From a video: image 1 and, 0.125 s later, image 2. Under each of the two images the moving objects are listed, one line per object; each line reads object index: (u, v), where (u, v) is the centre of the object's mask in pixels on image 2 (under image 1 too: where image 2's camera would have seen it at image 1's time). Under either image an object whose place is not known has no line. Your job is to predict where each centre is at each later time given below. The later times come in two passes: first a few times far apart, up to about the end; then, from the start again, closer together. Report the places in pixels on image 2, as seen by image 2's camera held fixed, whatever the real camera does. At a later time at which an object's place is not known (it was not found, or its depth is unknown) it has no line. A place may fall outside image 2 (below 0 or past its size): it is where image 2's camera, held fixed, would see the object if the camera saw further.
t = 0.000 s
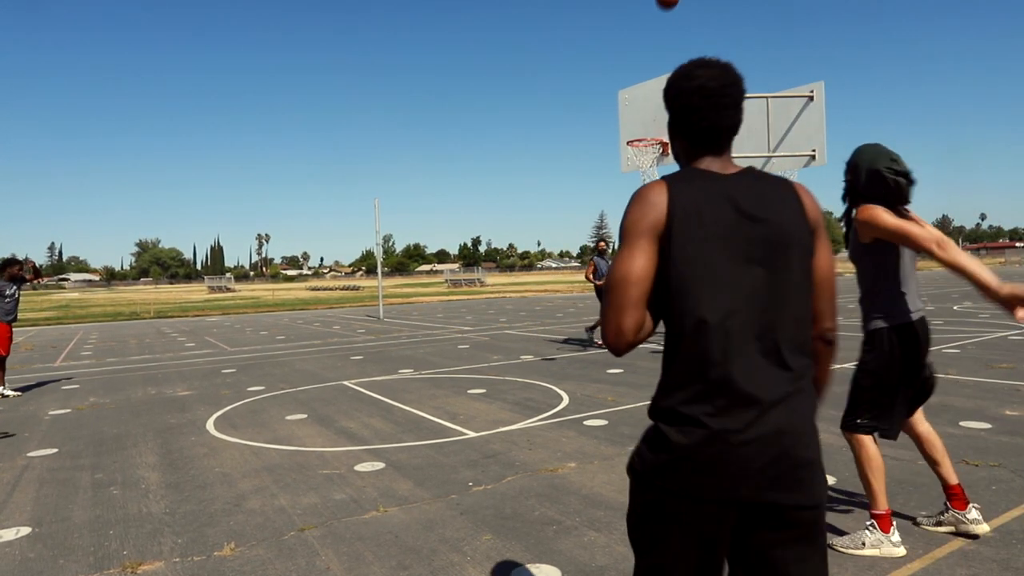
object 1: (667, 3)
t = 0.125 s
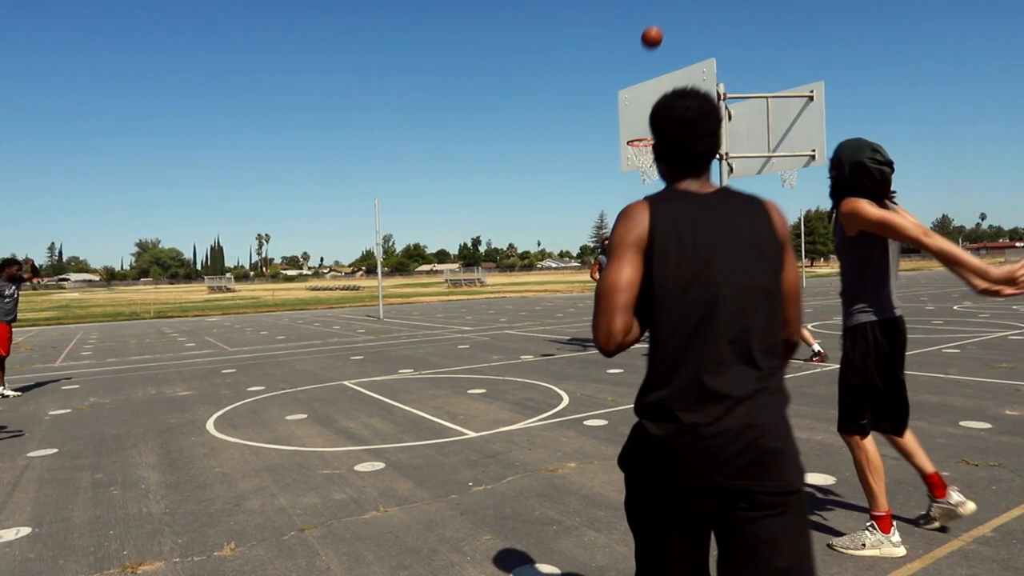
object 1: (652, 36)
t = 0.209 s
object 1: (643, 67)
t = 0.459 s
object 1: (600, 142)
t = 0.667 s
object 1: (530, 182)
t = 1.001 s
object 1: (418, 316)
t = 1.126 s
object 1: (380, 366)
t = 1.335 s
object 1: (325, 295)
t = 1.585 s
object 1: (262, 255)
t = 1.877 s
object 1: (189, 273)
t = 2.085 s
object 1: (140, 331)
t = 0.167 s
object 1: (647, 52)
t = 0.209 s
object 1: (643, 67)
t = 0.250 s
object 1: (639, 83)
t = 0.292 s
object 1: (635, 100)
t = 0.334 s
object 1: (632, 117)
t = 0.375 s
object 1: (626, 130)
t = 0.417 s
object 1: (613, 136)
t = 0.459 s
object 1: (600, 142)
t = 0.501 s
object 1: (588, 148)
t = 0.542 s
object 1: (573, 154)
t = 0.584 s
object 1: (559, 162)
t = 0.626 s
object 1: (544, 171)
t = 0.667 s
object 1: (530, 182)
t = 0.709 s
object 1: (516, 193)
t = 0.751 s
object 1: (501, 206)
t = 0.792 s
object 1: (488, 221)
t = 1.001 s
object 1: (418, 316)
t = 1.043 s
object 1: (405, 340)
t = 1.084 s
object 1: (392, 364)
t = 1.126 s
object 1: (380, 366)
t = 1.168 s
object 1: (369, 349)
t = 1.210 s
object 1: (358, 333)
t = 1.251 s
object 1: (347, 319)
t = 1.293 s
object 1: (336, 307)
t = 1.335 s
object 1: (325, 295)
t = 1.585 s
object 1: (262, 255)
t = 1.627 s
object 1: (251, 253)
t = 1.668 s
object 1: (240, 253)
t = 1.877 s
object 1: (189, 273)
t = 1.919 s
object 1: (180, 282)
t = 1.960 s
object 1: (169, 292)
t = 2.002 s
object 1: (159, 303)
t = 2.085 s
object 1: (140, 331)
